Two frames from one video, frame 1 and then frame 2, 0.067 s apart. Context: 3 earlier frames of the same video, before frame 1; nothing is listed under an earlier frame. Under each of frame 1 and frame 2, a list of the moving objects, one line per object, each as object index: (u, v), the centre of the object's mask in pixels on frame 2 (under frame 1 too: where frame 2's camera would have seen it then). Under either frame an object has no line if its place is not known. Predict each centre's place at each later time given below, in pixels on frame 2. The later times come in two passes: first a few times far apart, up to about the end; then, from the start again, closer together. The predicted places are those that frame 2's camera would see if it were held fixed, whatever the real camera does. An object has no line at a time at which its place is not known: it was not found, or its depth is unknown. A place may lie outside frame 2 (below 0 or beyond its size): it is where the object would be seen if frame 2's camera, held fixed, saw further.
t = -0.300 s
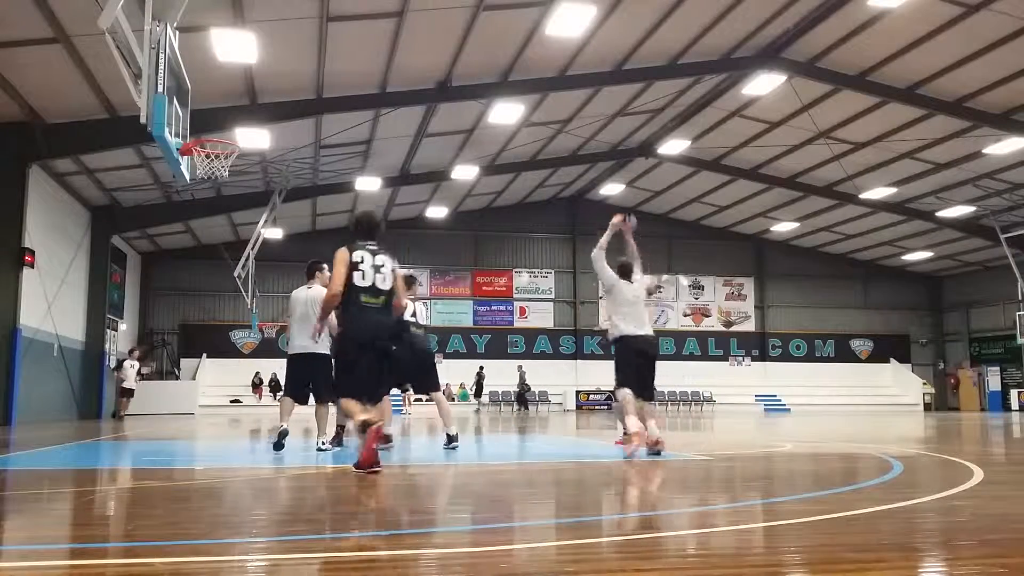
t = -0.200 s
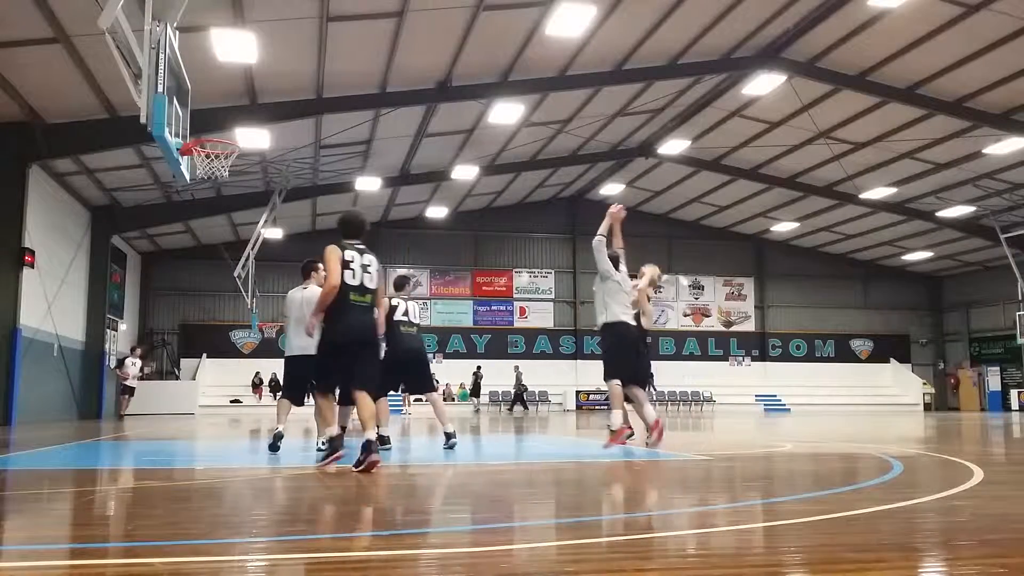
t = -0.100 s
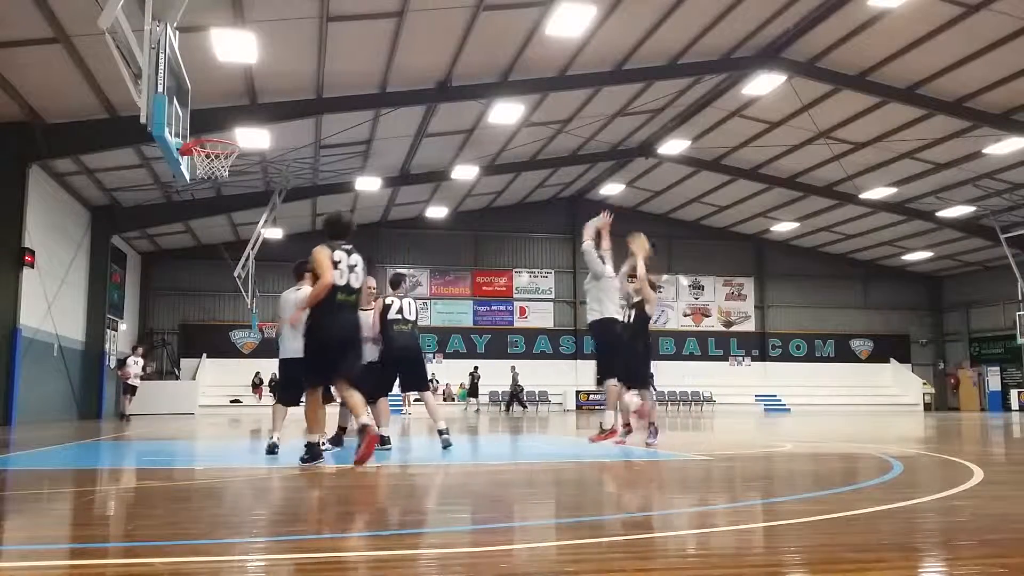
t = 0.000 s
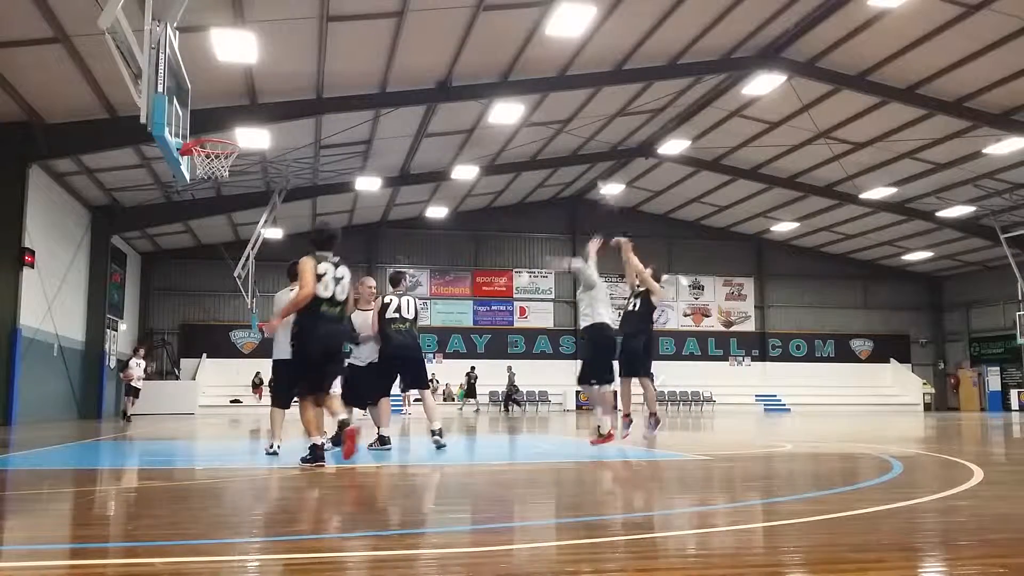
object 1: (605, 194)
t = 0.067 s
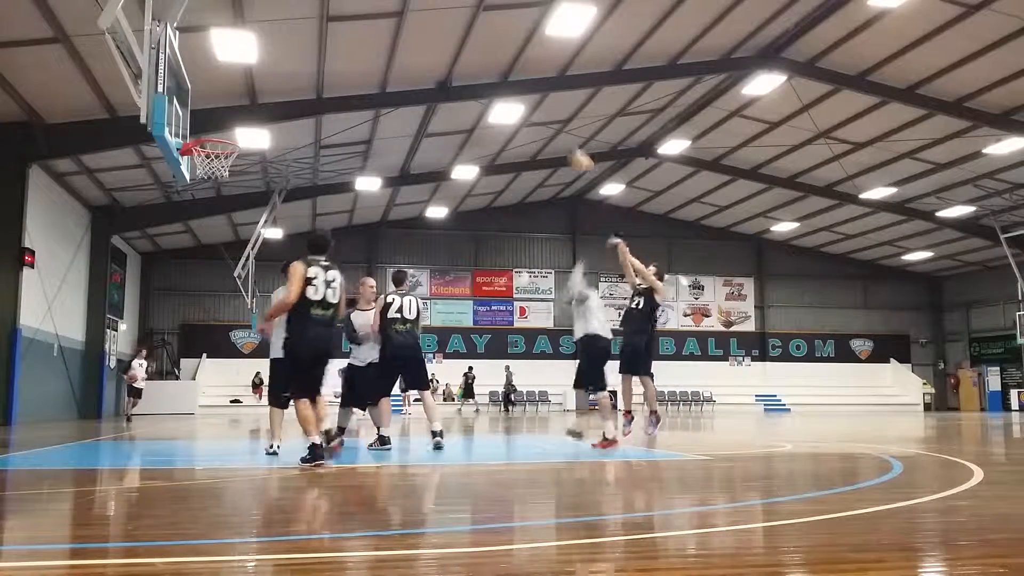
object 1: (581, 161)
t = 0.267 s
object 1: (507, 84)
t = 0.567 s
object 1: (396, 36)
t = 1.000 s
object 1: (212, 105)
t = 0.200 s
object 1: (535, 107)
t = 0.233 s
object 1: (519, 95)
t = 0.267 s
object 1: (507, 84)
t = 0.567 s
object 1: (396, 36)
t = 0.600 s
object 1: (382, 37)
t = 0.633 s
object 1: (367, 38)
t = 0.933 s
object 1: (243, 79)
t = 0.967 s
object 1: (229, 89)
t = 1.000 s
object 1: (212, 105)
